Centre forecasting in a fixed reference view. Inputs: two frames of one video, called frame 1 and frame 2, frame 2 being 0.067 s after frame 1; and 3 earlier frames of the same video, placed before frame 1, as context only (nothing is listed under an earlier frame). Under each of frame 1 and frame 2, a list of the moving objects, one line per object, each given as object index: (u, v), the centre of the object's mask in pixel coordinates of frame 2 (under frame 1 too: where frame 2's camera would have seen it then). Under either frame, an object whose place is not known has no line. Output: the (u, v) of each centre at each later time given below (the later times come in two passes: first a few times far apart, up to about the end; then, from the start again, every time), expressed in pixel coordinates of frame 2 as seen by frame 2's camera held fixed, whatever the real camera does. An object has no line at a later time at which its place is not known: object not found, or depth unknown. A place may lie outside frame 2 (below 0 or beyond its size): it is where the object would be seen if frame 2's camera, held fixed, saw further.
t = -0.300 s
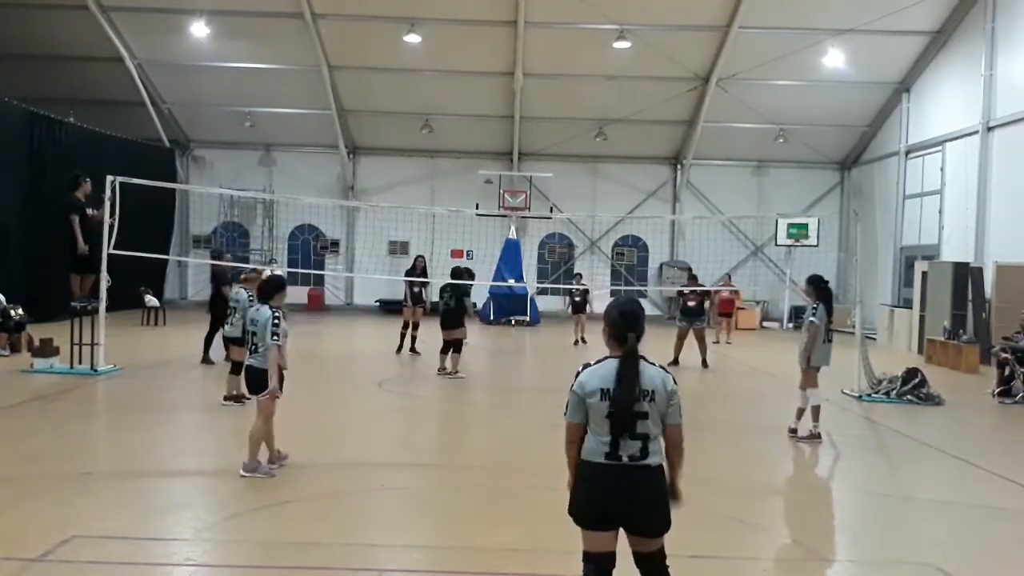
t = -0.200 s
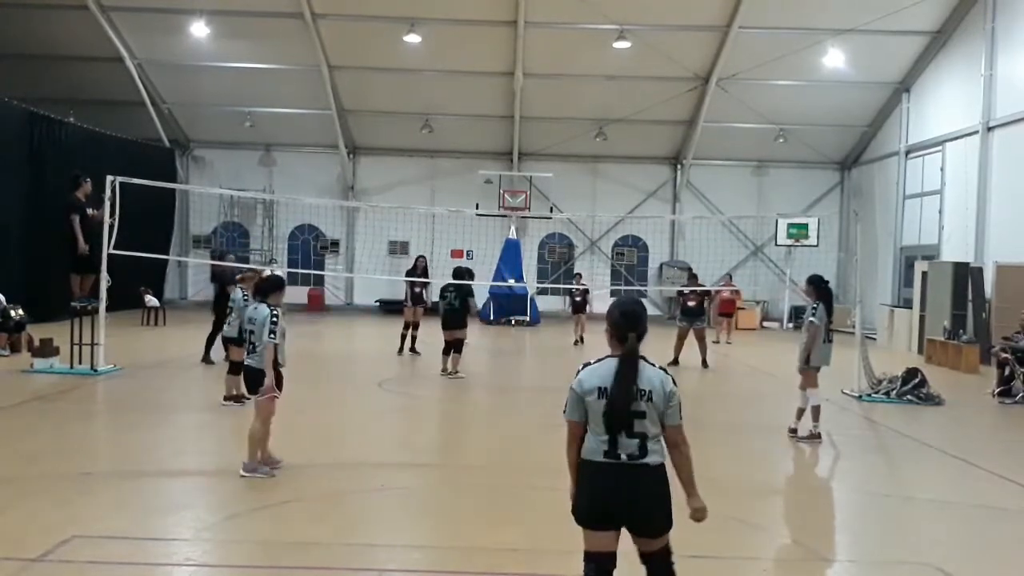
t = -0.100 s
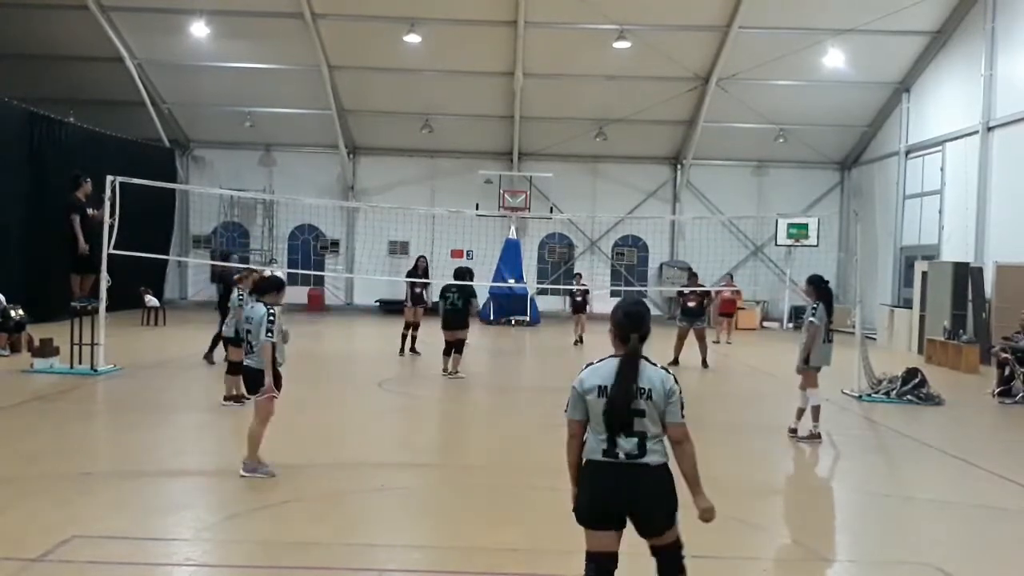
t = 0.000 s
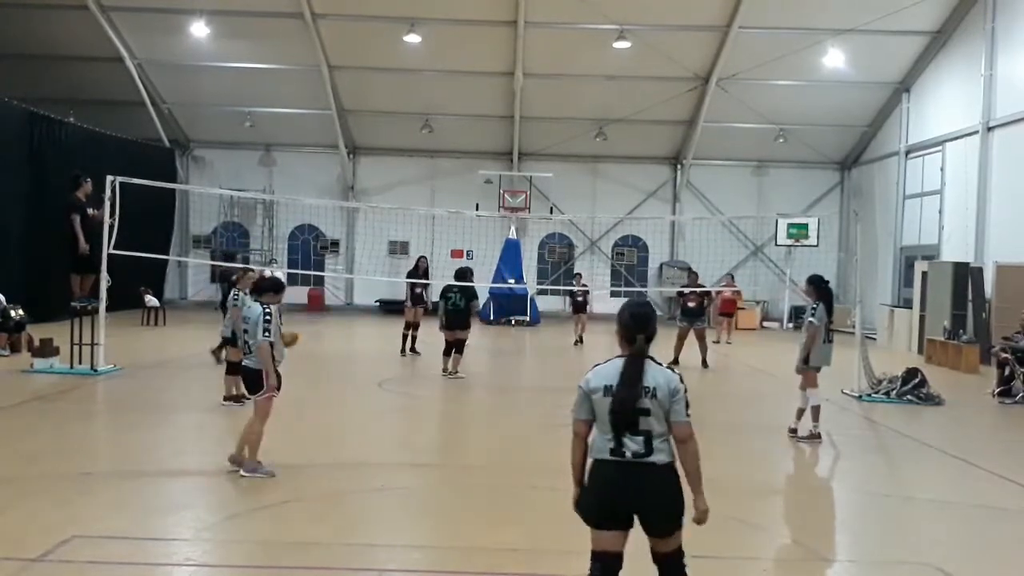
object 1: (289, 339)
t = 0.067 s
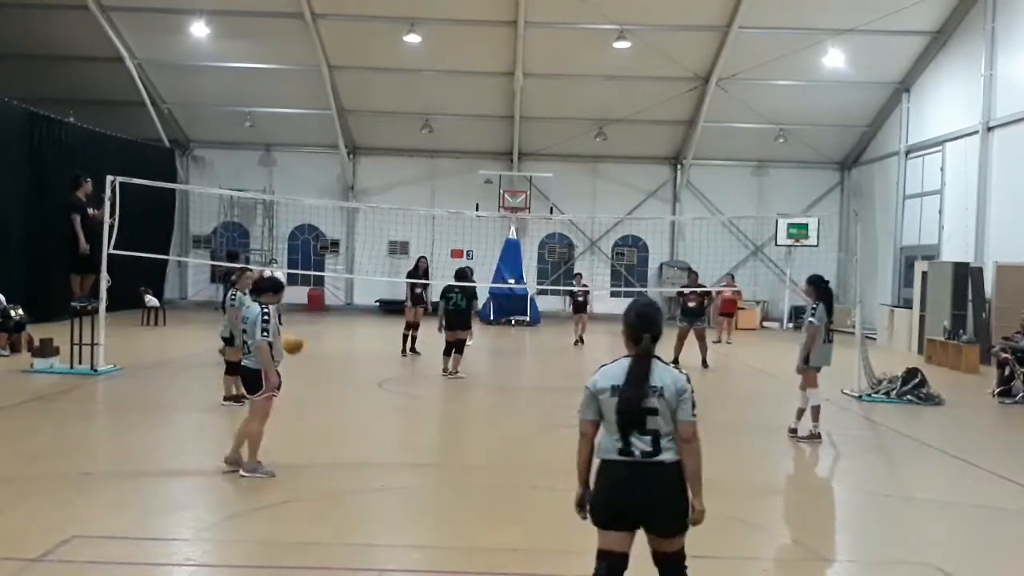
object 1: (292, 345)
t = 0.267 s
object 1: (308, 393)
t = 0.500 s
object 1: (331, 378)
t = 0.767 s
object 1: (361, 385)
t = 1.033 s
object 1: (392, 420)
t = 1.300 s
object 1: (428, 412)
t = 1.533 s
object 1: (462, 461)
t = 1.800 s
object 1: (507, 447)
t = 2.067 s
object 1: (559, 486)
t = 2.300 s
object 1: (611, 497)
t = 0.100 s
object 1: (295, 350)
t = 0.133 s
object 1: (298, 356)
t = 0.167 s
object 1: (300, 364)
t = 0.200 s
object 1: (304, 372)
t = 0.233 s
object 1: (306, 382)
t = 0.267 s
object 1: (308, 393)
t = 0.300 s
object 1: (310, 403)
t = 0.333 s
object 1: (312, 411)
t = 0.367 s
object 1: (316, 401)
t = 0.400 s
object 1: (320, 394)
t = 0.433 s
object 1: (324, 387)
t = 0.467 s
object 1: (328, 383)
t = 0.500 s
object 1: (331, 378)
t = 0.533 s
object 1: (335, 374)
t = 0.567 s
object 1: (338, 373)
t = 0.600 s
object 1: (342, 372)
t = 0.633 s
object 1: (346, 371)
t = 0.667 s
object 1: (350, 372)
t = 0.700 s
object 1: (353, 376)
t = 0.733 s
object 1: (357, 380)
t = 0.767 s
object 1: (361, 385)
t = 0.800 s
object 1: (364, 391)
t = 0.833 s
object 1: (368, 399)
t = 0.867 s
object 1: (372, 408)
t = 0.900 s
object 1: (376, 418)
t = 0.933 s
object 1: (379, 430)
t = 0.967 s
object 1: (384, 434)
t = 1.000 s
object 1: (388, 428)
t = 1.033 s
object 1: (392, 420)
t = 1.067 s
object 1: (397, 416)
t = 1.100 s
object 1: (402, 411)
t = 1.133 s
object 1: (406, 407)
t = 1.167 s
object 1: (411, 406)
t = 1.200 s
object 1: (415, 407)
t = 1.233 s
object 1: (420, 407)
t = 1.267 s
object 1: (424, 409)
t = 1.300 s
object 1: (428, 412)
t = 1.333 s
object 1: (433, 418)
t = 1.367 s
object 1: (438, 424)
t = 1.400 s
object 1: (443, 433)
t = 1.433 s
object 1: (448, 444)
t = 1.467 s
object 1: (453, 455)
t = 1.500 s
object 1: (457, 469)
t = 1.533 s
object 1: (462, 461)
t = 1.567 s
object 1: (468, 455)
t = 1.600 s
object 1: (473, 449)
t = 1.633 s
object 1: (478, 444)
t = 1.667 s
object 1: (484, 442)
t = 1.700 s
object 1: (491, 441)
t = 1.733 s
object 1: (497, 443)
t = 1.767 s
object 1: (501, 442)
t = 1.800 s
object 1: (507, 447)
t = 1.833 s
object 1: (513, 451)
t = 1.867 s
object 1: (520, 457)
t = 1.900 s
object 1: (526, 467)
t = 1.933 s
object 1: (532, 477)
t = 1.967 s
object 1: (539, 490)
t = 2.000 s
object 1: (545, 498)
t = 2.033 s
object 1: (553, 490)
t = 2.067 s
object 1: (559, 486)
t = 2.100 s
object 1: (567, 481)
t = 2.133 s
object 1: (574, 480)
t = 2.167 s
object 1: (580, 480)
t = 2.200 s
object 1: (587, 480)
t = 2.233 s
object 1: (596, 484)
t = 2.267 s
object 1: (604, 490)
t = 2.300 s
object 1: (611, 497)
